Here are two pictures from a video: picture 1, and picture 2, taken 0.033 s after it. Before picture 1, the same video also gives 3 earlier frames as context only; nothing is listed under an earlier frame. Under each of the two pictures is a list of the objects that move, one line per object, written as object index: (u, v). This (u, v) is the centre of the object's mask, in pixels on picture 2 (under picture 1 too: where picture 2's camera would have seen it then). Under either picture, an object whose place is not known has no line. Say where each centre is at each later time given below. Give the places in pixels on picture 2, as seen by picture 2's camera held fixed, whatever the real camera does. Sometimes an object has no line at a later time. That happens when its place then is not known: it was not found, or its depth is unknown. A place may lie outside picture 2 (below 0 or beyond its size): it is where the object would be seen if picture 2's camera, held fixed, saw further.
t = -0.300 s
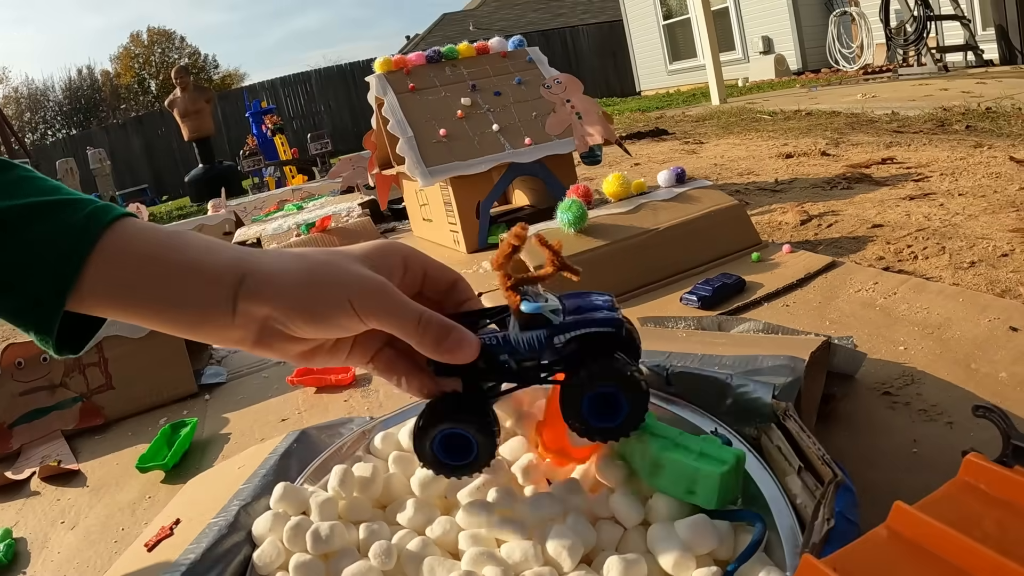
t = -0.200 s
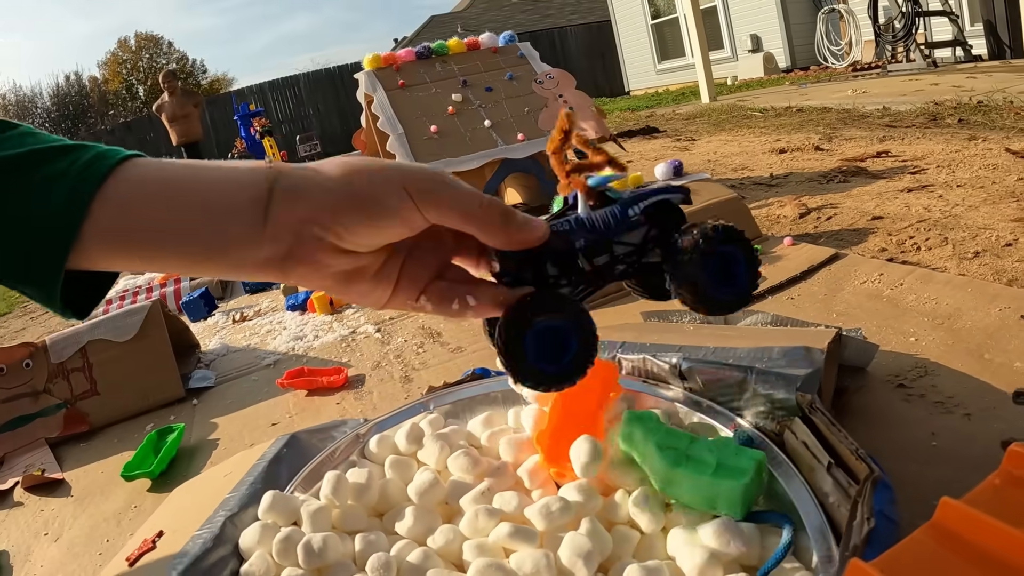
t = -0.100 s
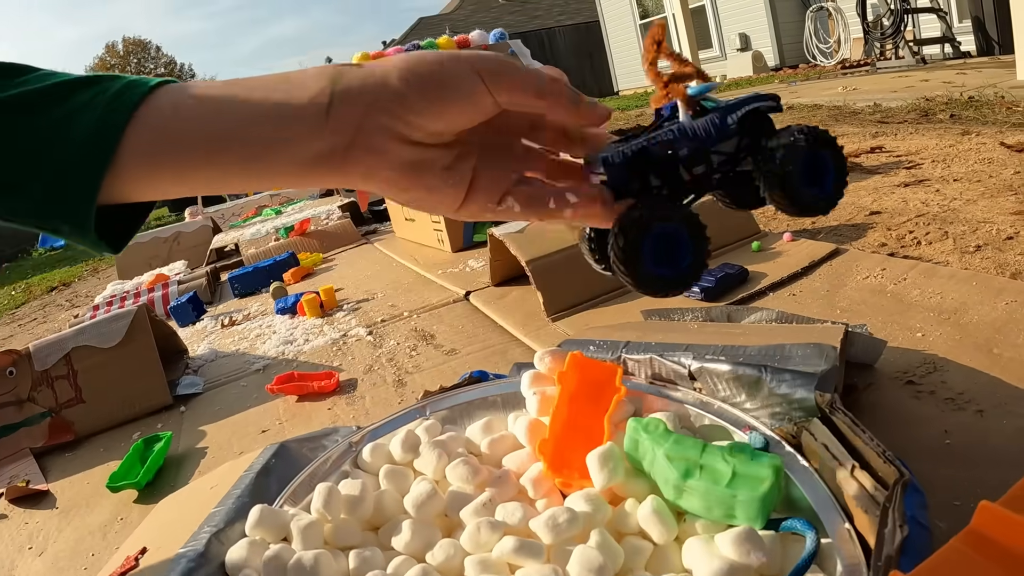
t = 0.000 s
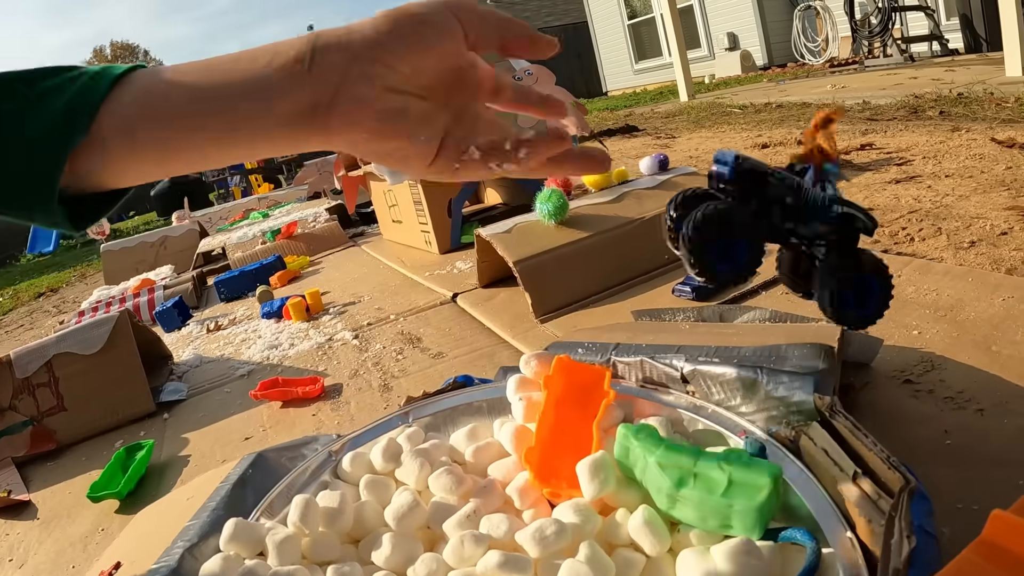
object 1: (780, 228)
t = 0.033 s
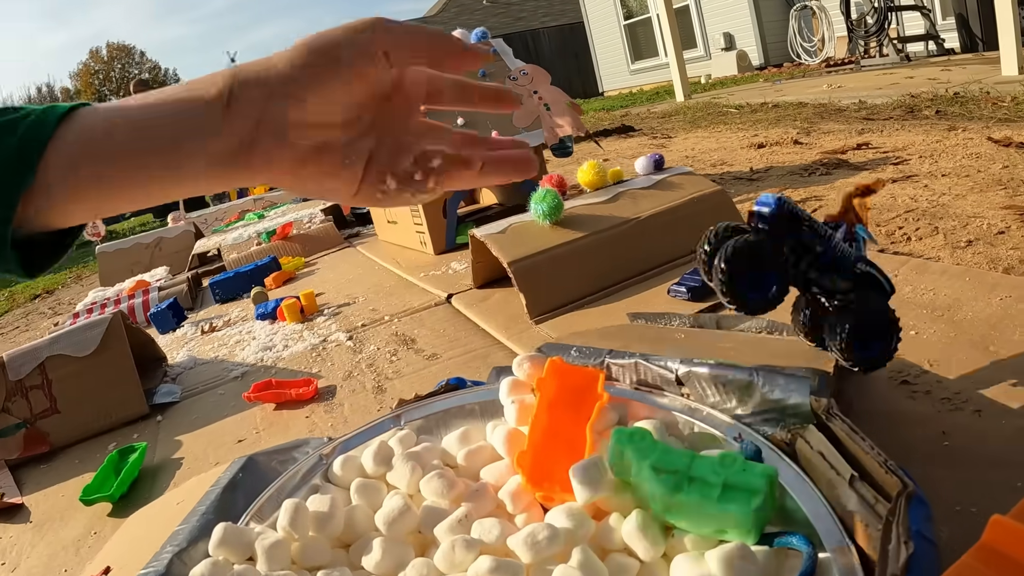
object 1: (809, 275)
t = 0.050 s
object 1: (828, 290)
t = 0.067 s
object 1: (843, 296)
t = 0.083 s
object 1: (859, 300)
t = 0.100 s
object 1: (877, 303)
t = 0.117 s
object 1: (889, 308)
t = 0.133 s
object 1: (900, 309)
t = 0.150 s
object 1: (914, 311)
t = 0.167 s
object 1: (928, 303)
